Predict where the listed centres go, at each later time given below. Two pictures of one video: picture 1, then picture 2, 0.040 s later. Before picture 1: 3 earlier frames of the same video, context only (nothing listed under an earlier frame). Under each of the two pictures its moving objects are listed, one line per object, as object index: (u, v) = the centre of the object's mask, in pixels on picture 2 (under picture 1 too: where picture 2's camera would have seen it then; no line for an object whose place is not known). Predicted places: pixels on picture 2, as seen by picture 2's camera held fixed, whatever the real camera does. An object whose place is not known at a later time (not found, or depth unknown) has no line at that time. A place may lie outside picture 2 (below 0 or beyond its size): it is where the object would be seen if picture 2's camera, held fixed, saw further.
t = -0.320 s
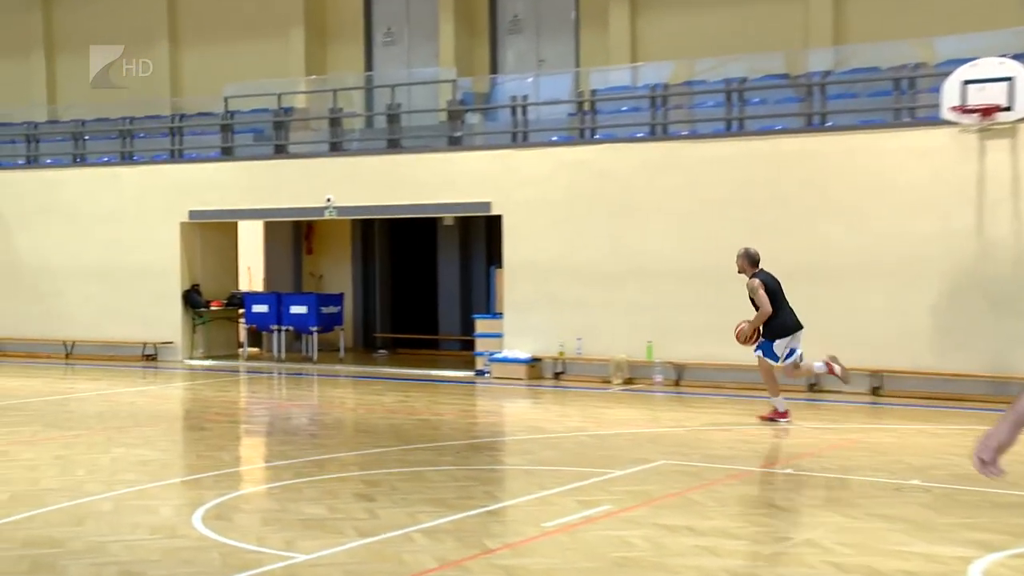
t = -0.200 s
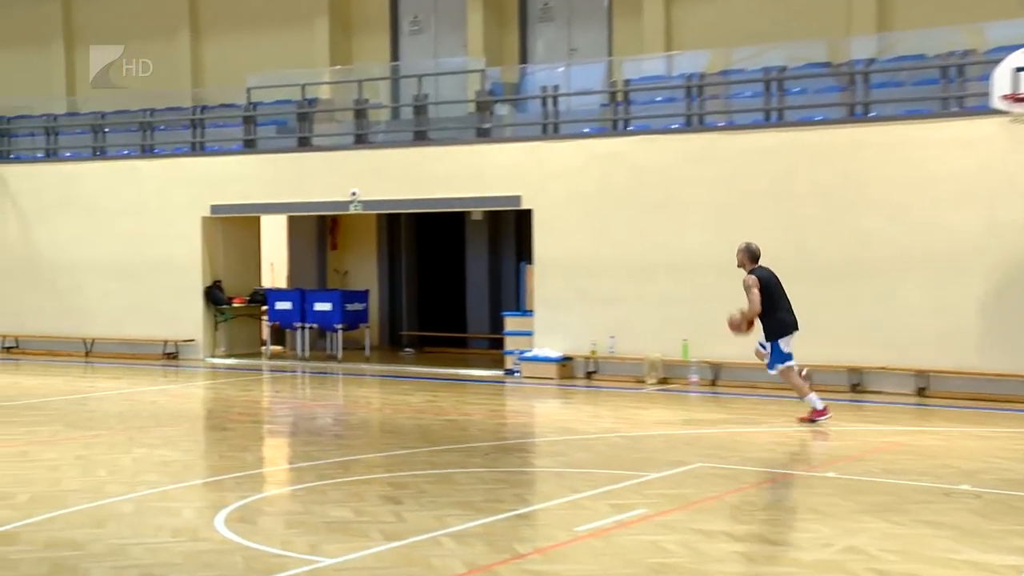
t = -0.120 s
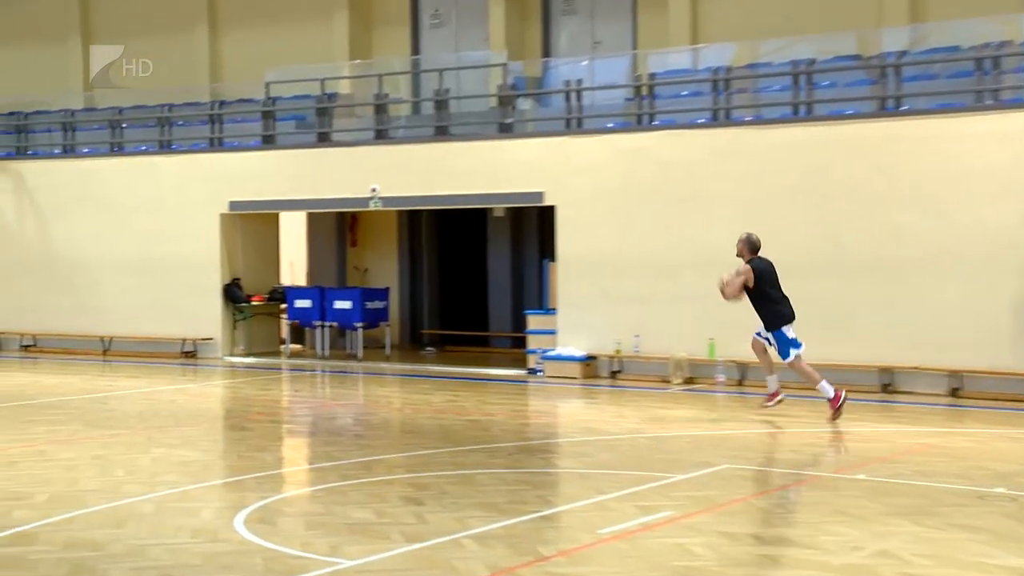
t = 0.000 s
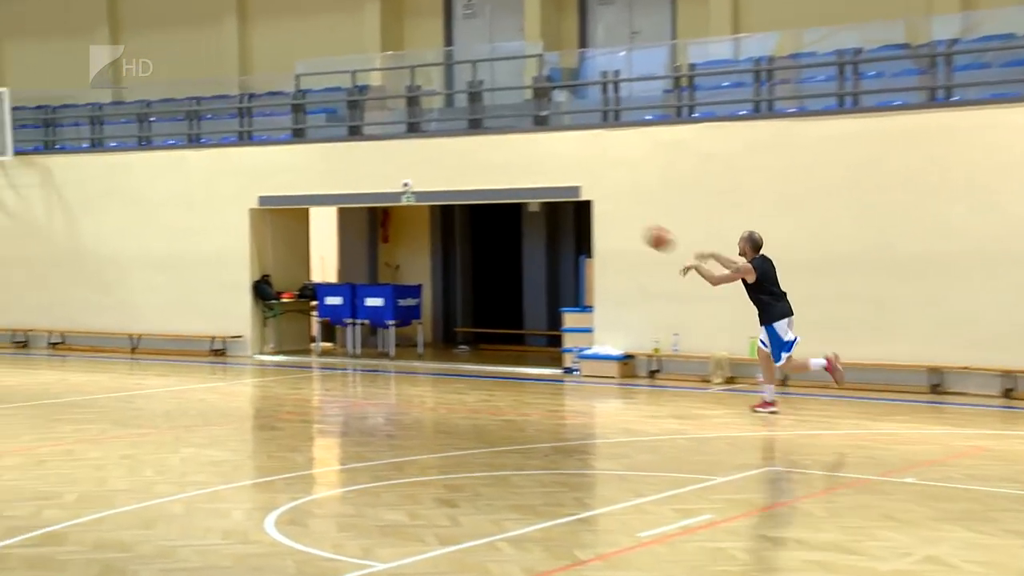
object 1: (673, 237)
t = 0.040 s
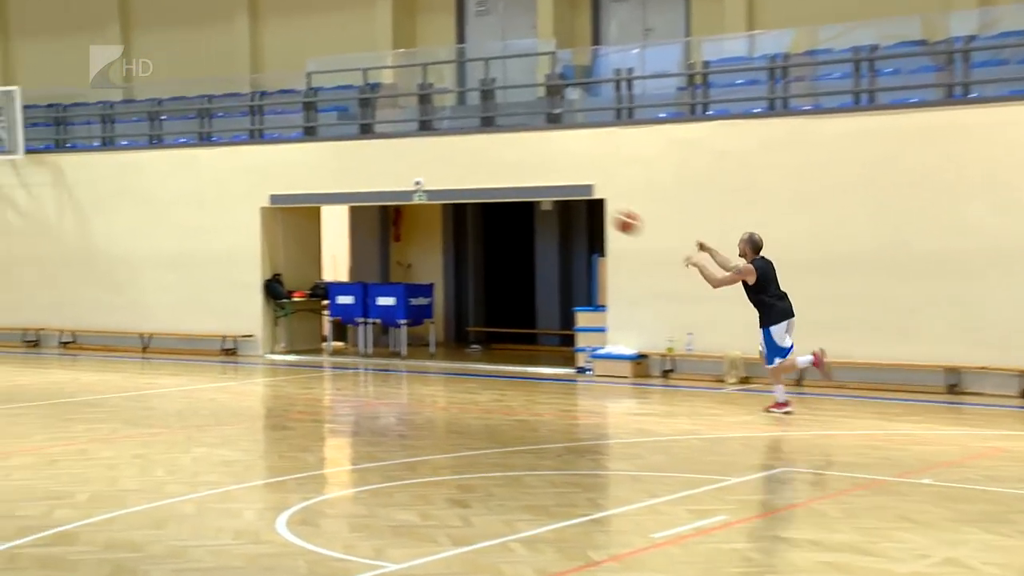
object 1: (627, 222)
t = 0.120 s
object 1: (543, 199)
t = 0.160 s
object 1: (503, 190)
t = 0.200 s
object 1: (465, 182)
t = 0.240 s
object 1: (429, 177)
